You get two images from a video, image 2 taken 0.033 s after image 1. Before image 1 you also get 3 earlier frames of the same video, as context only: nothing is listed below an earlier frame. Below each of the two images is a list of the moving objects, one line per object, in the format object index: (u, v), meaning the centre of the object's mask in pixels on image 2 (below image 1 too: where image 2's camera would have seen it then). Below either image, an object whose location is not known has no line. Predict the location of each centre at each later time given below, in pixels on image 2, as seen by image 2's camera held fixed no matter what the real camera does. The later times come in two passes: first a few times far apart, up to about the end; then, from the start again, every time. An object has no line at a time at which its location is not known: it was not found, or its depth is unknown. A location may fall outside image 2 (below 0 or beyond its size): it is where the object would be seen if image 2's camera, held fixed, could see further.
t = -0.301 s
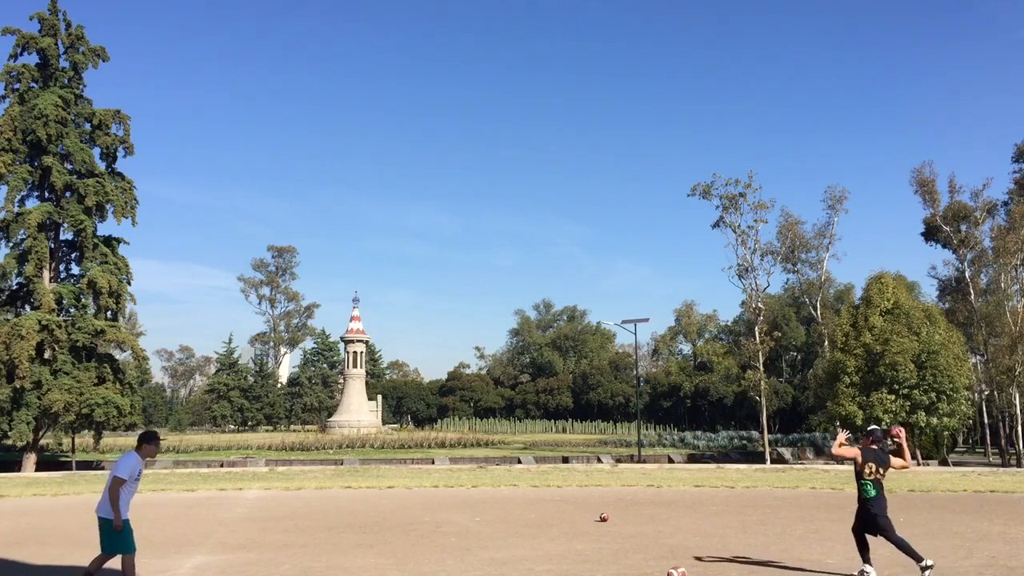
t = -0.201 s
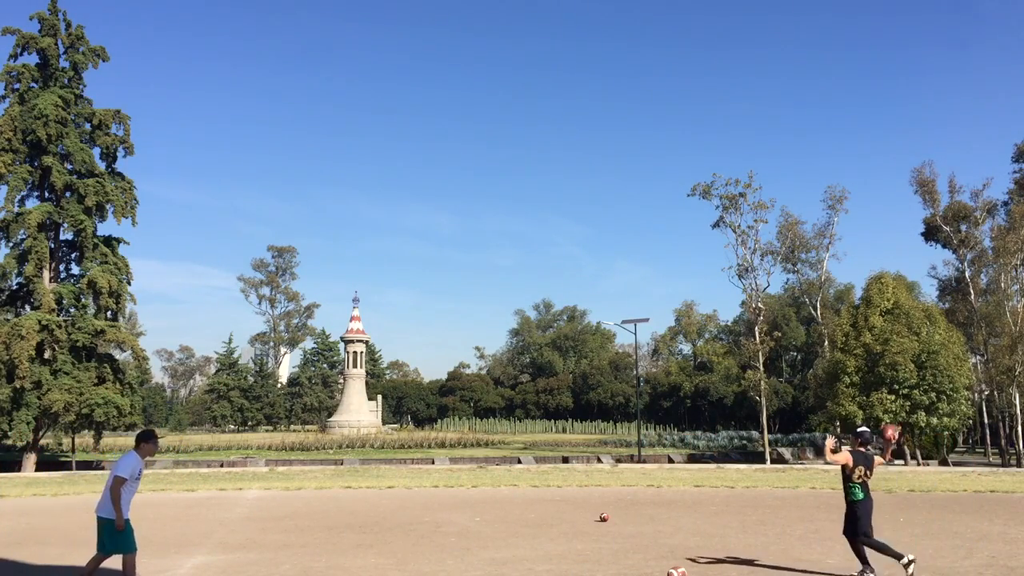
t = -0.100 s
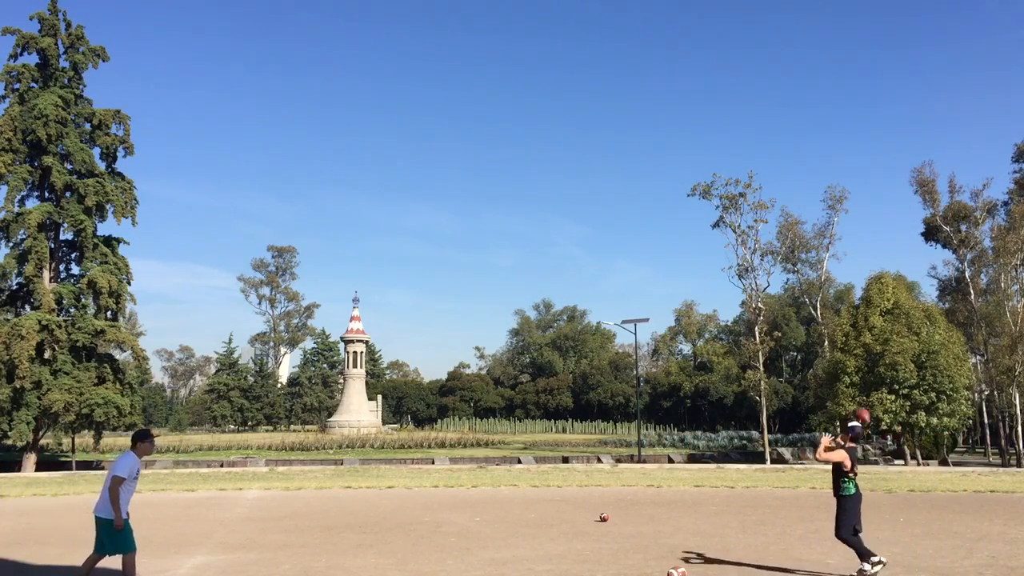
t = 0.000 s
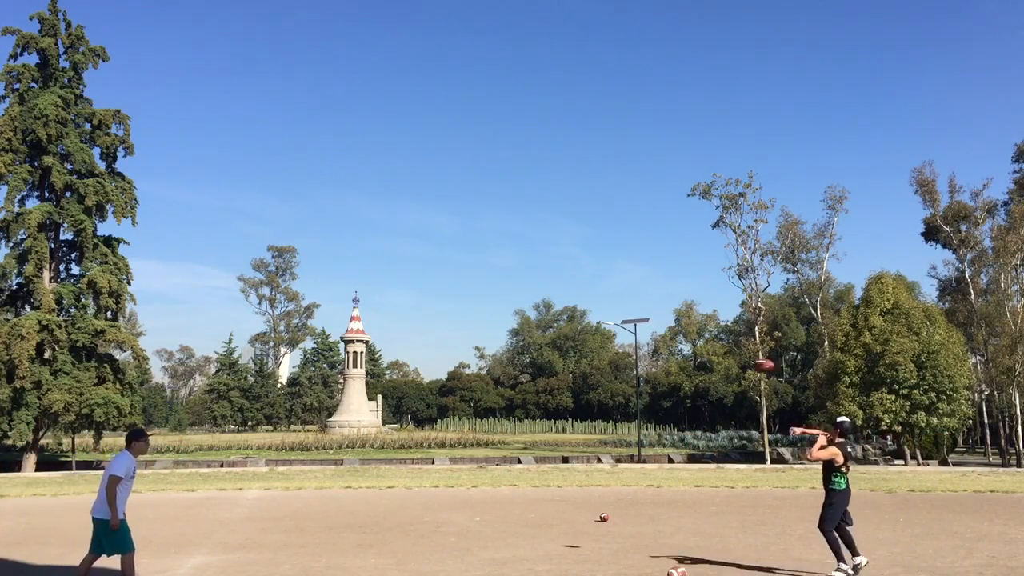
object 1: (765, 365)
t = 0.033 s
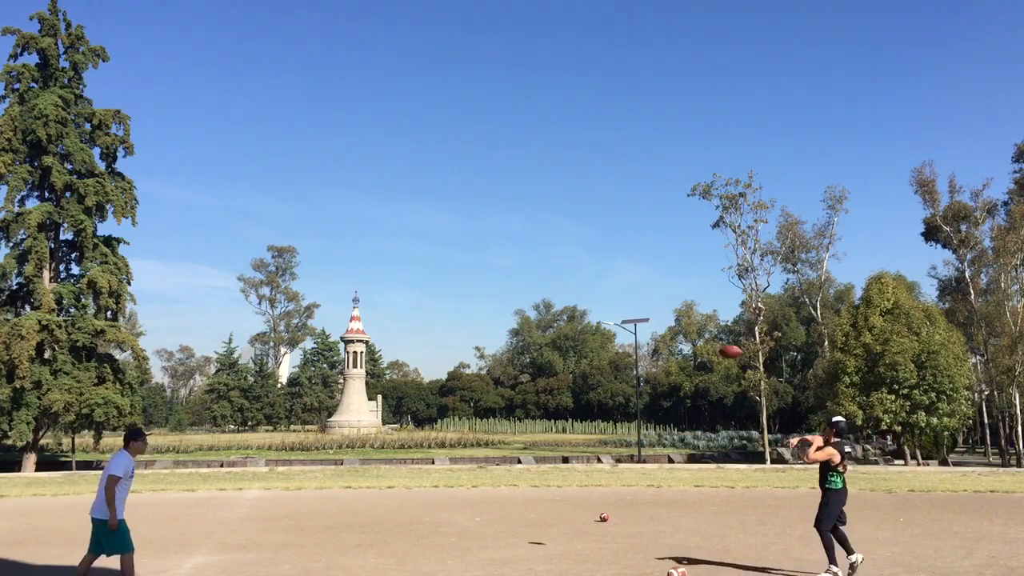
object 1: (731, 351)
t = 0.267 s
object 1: (527, 286)
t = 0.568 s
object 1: (316, 270)
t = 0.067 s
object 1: (699, 339)
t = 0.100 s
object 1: (668, 326)
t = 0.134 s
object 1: (638, 316)
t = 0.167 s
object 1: (609, 308)
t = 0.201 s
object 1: (580, 299)
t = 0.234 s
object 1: (553, 292)
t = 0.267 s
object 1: (527, 286)
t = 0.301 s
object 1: (501, 281)
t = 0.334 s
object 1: (476, 276)
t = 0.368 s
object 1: (451, 273)
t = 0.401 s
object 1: (427, 271)
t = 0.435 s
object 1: (404, 269)
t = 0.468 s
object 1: (381, 268)
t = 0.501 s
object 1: (359, 268)
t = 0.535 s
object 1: (337, 268)
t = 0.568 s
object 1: (316, 270)
